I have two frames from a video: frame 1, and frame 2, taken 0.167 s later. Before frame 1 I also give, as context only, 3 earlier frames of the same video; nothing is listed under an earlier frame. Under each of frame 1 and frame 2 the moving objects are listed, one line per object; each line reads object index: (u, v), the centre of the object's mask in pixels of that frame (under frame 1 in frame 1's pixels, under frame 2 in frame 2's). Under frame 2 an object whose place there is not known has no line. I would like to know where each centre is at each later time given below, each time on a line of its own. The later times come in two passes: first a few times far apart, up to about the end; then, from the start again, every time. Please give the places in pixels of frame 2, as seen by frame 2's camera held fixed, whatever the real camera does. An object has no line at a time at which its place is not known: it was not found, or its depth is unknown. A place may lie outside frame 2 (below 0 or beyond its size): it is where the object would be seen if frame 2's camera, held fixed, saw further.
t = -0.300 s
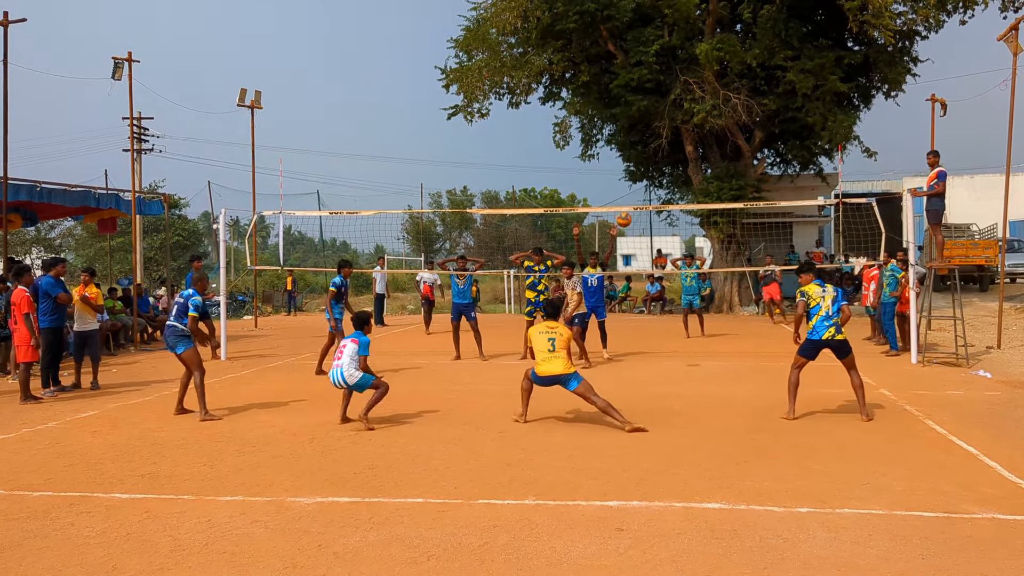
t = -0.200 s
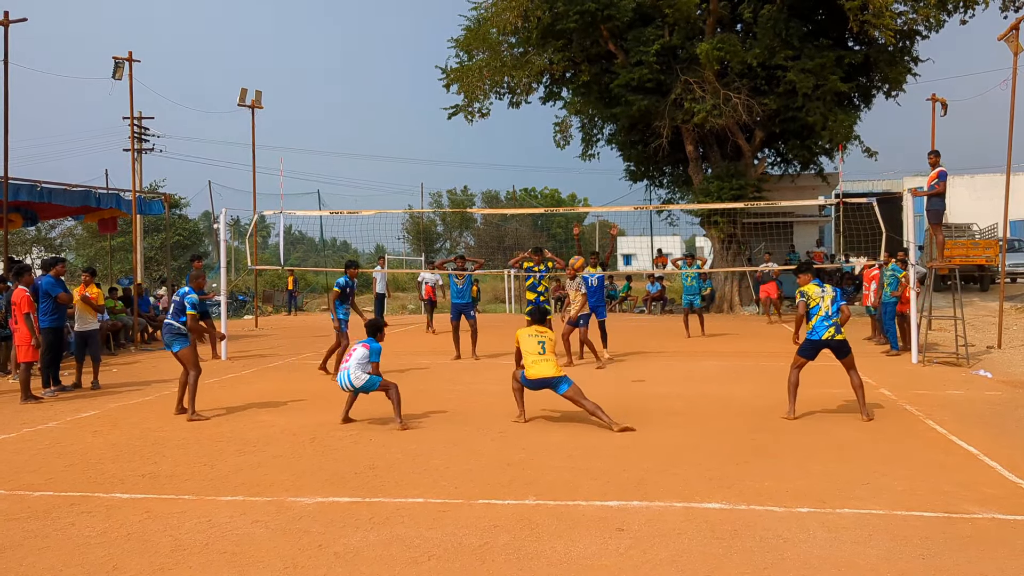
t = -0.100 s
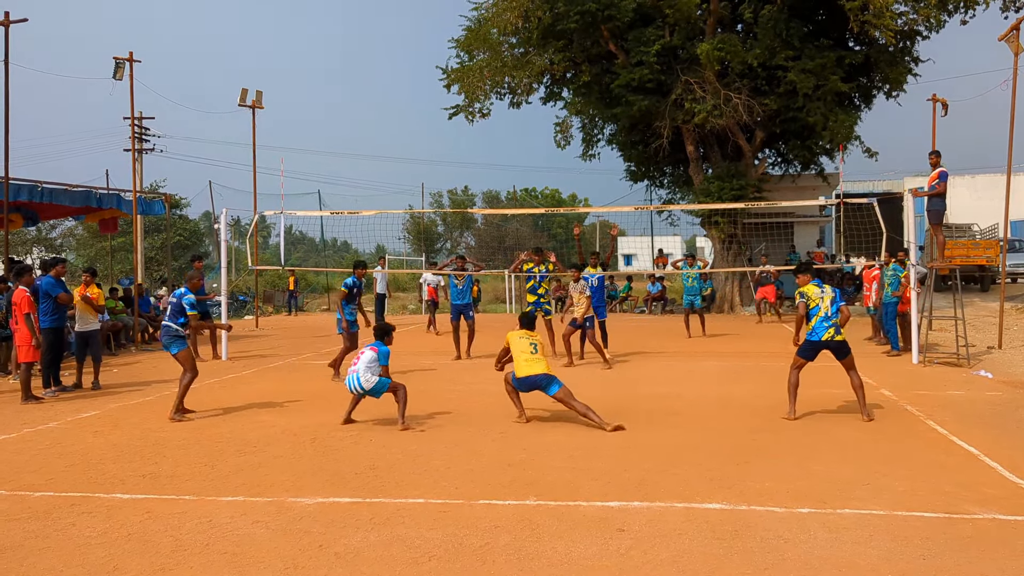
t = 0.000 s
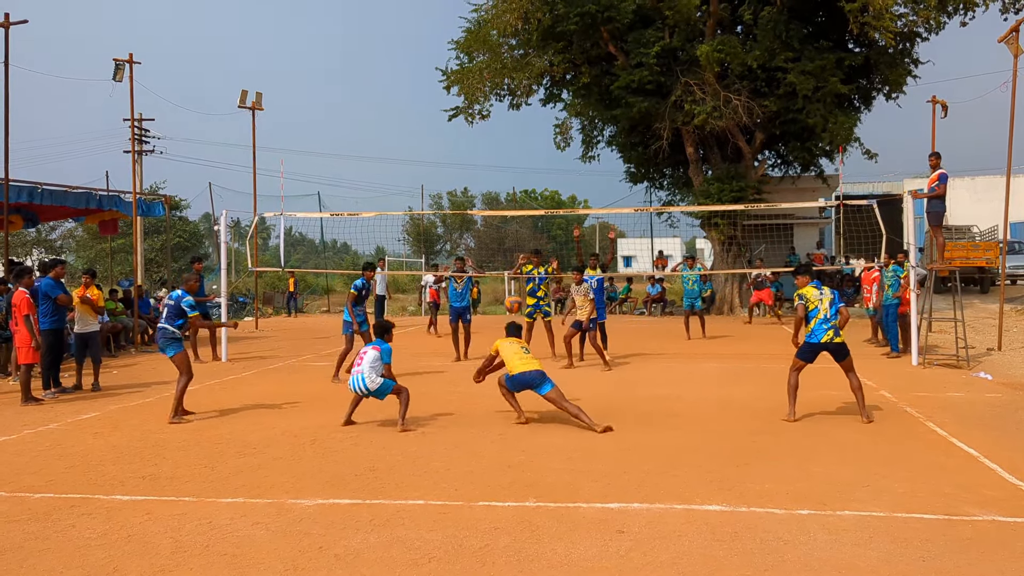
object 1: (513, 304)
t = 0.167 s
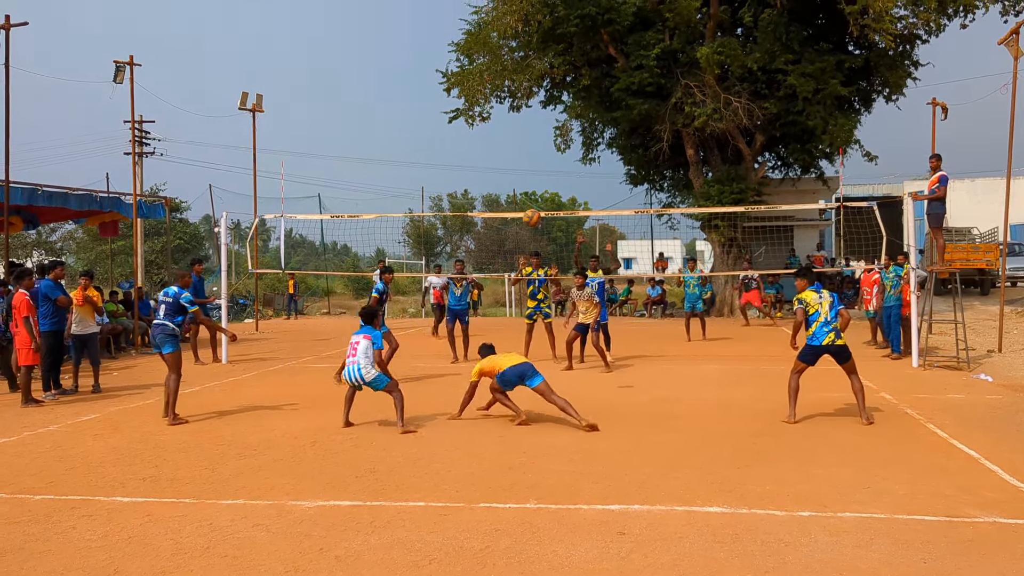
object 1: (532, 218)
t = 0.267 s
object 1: (542, 180)
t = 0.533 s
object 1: (565, 126)
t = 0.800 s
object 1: (587, 125)
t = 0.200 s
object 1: (535, 204)
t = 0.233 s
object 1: (538, 192)
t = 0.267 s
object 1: (542, 180)
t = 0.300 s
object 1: (545, 170)
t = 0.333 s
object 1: (548, 161)
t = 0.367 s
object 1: (551, 152)
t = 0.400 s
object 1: (554, 145)
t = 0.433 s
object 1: (557, 139)
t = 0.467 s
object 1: (560, 134)
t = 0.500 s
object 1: (563, 128)
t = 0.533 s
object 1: (565, 126)
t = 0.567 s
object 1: (568, 124)
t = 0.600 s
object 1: (571, 121)
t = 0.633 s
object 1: (573, 120)
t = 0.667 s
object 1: (576, 120)
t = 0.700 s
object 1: (579, 120)
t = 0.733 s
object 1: (581, 121)
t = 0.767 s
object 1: (584, 123)
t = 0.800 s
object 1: (587, 125)
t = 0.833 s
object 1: (589, 129)
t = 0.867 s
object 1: (592, 133)
